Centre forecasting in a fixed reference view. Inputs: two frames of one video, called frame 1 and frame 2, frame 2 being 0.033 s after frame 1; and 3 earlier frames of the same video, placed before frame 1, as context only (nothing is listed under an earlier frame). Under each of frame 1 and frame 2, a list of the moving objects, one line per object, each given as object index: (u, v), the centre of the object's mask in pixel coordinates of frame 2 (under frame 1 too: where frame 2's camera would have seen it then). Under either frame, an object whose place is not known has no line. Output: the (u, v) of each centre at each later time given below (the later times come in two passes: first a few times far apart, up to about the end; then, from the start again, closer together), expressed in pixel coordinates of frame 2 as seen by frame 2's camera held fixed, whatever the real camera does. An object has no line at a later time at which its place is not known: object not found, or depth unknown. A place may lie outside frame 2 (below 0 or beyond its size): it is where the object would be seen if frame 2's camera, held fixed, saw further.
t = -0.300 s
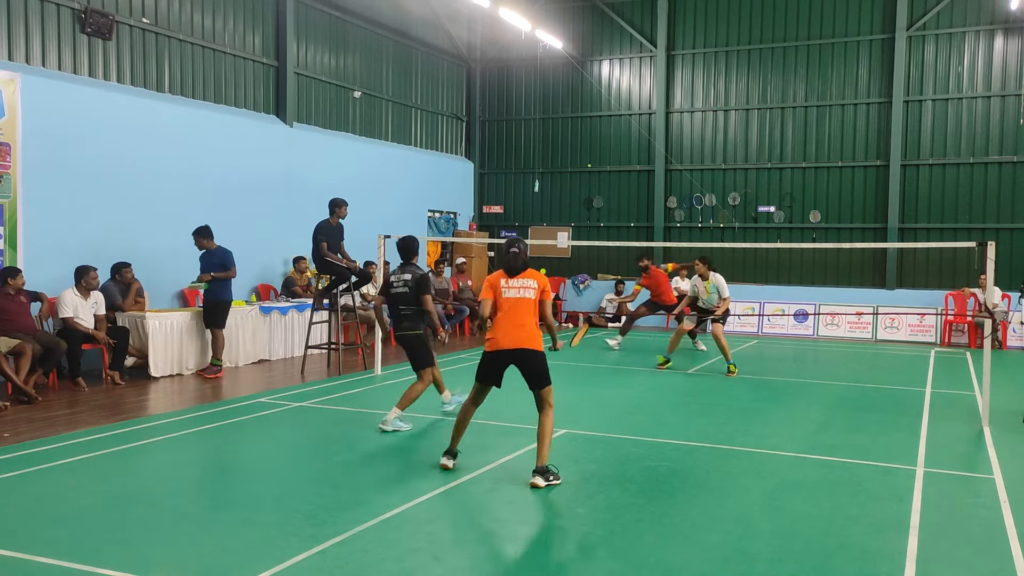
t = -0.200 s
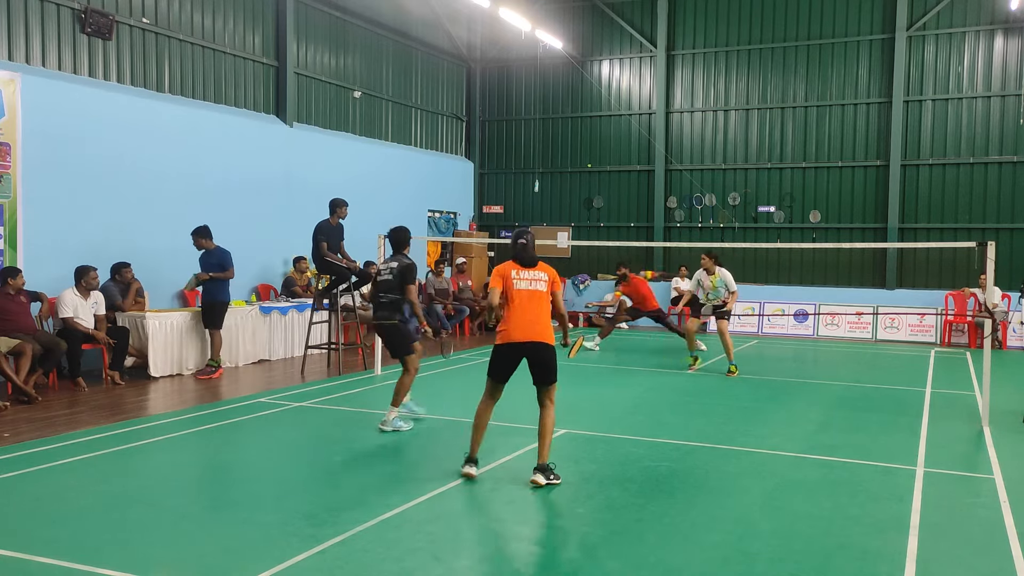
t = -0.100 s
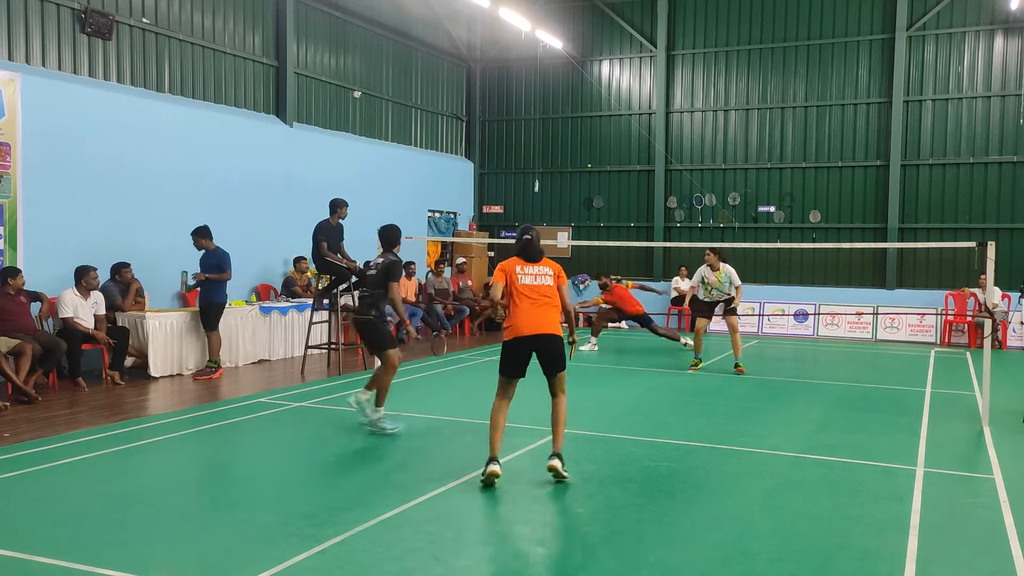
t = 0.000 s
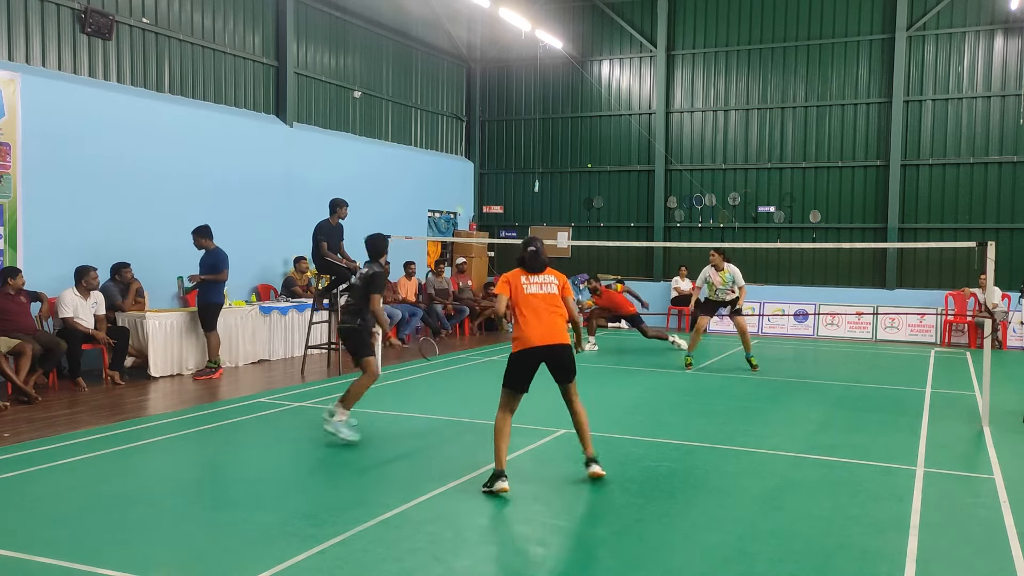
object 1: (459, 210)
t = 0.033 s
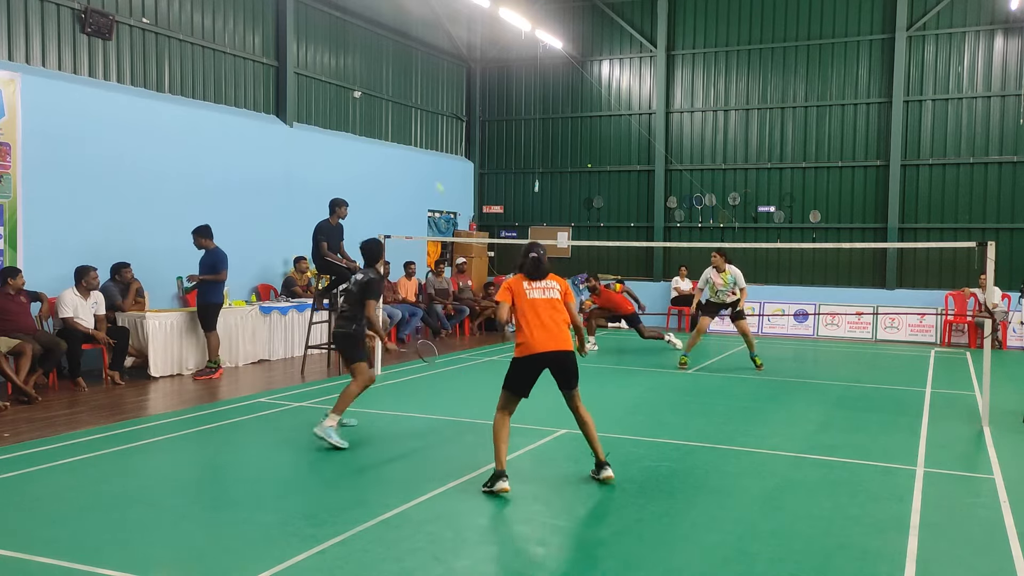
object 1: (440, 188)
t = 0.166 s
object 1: (362, 110)
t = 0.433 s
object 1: (219, 17)
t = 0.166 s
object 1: (362, 110)
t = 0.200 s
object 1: (344, 93)
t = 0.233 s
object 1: (326, 79)
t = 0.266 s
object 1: (308, 66)
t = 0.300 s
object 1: (290, 54)
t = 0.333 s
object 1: (272, 43)
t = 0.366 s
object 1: (254, 33)
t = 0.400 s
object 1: (236, 25)
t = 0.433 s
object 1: (219, 17)
